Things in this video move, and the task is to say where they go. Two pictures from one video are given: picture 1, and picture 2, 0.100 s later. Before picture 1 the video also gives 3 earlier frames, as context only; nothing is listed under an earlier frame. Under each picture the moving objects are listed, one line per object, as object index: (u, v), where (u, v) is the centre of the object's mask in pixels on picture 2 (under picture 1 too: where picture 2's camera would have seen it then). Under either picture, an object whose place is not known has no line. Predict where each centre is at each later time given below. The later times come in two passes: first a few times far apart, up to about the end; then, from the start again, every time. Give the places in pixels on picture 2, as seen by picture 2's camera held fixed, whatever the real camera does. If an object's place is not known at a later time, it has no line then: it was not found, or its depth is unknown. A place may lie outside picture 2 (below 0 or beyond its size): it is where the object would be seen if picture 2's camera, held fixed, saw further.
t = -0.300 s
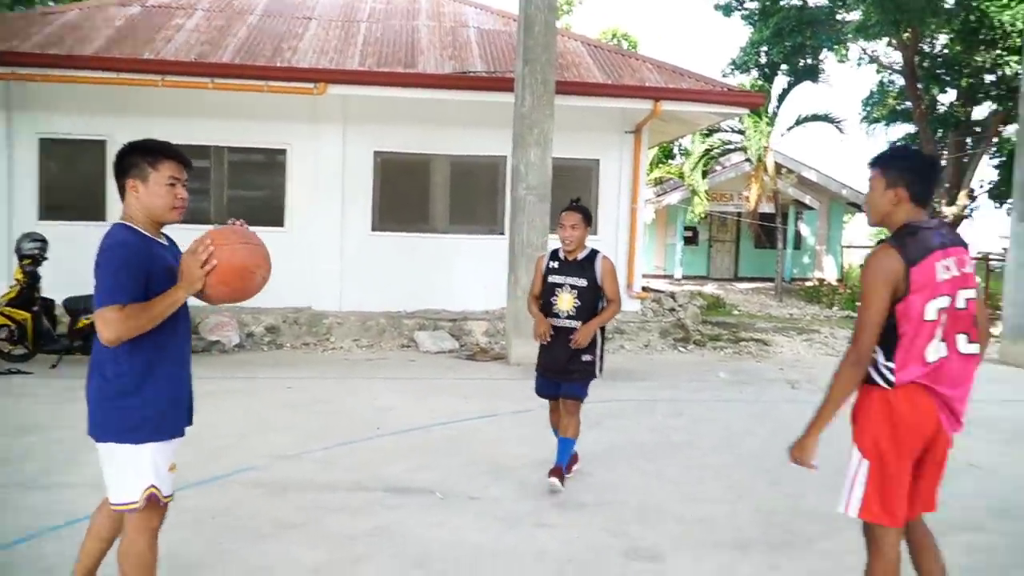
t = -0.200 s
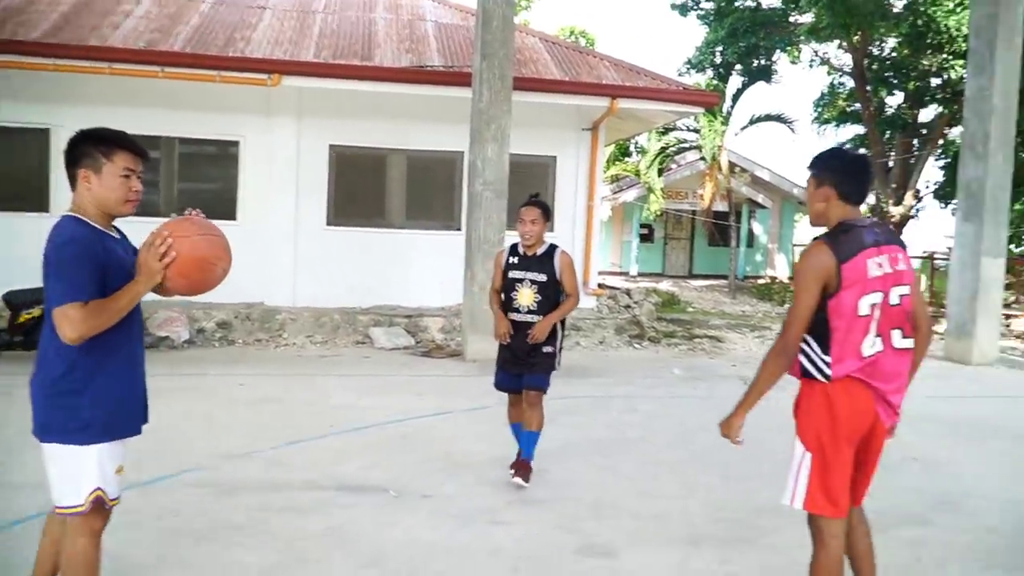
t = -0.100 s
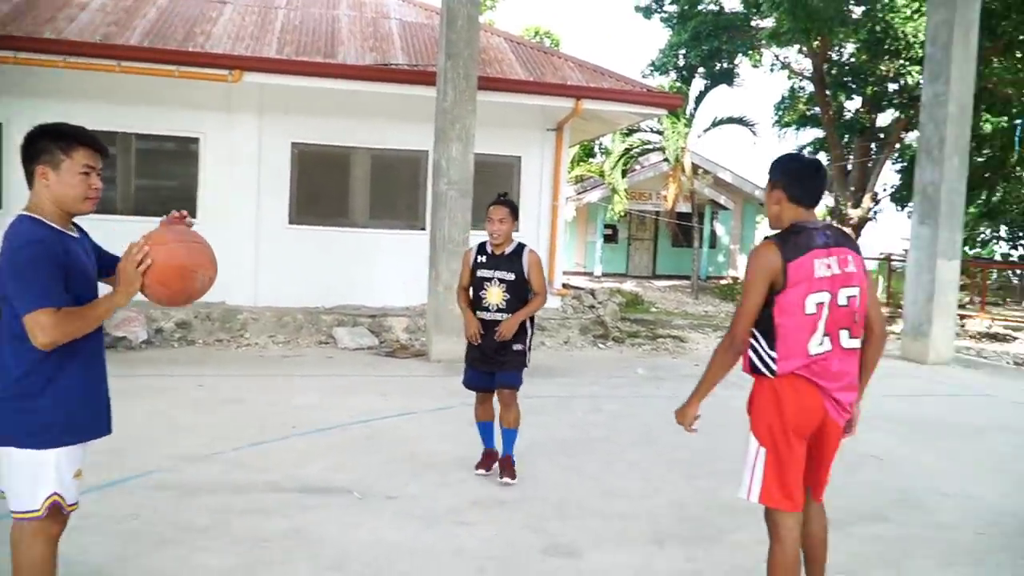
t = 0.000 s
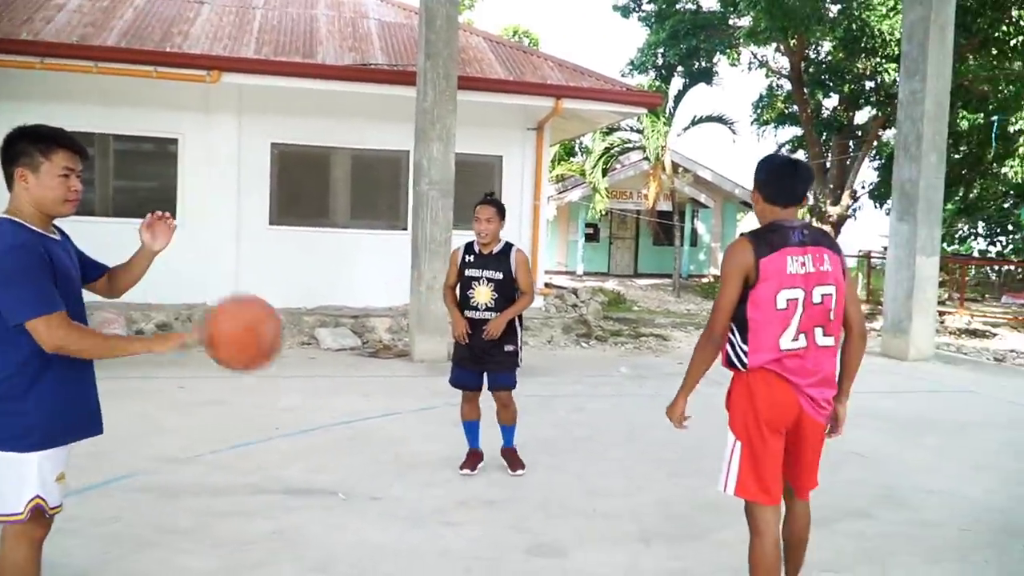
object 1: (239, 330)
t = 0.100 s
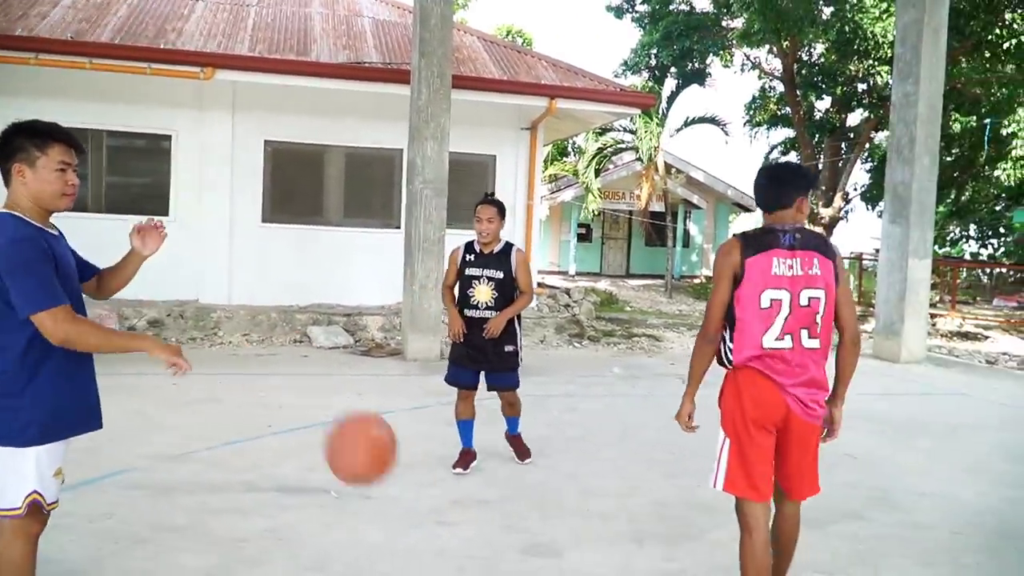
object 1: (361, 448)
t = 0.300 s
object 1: (514, 469)
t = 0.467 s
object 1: (583, 319)
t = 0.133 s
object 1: (399, 491)
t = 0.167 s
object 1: (434, 535)
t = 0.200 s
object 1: (466, 562)
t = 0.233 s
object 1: (483, 547)
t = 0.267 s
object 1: (499, 508)
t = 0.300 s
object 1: (514, 469)
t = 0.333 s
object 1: (527, 434)
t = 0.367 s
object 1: (541, 401)
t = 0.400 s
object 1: (555, 371)
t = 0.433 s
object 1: (569, 344)
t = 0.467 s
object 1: (583, 319)
